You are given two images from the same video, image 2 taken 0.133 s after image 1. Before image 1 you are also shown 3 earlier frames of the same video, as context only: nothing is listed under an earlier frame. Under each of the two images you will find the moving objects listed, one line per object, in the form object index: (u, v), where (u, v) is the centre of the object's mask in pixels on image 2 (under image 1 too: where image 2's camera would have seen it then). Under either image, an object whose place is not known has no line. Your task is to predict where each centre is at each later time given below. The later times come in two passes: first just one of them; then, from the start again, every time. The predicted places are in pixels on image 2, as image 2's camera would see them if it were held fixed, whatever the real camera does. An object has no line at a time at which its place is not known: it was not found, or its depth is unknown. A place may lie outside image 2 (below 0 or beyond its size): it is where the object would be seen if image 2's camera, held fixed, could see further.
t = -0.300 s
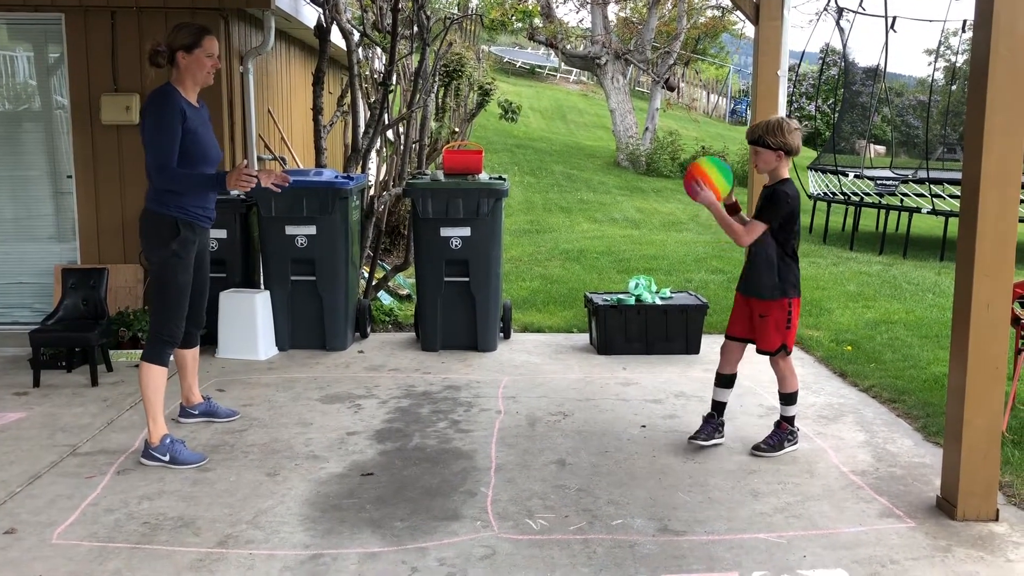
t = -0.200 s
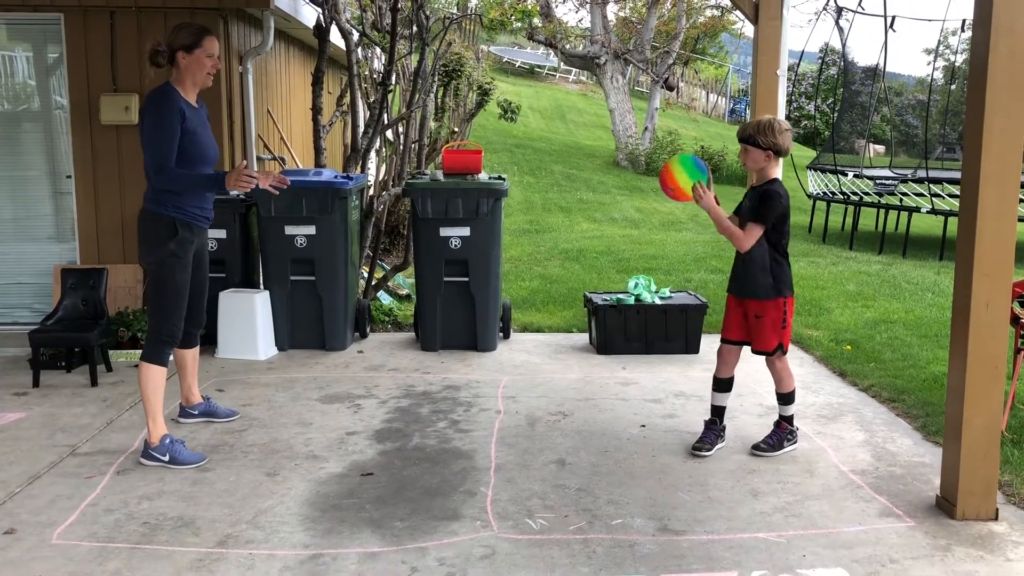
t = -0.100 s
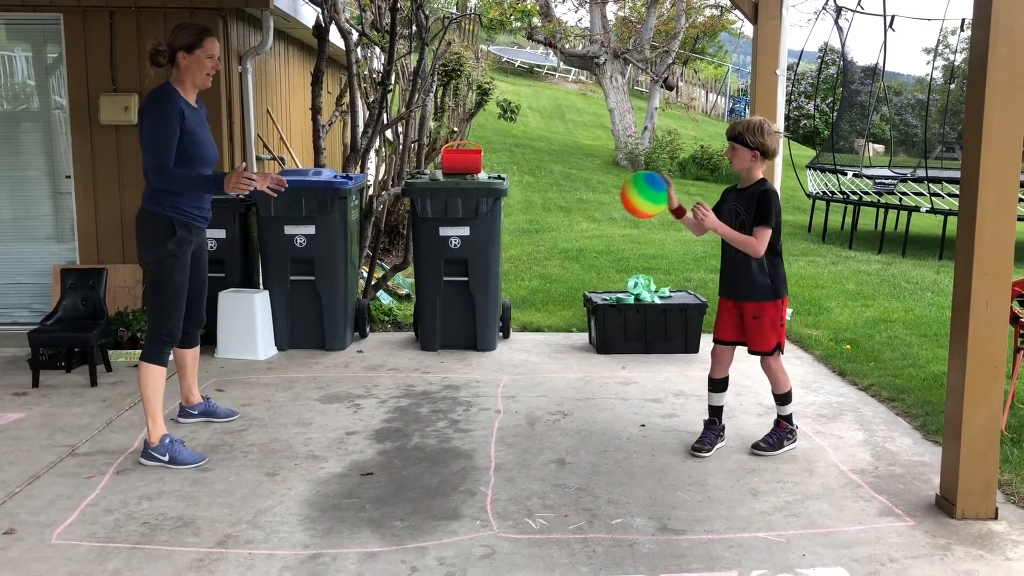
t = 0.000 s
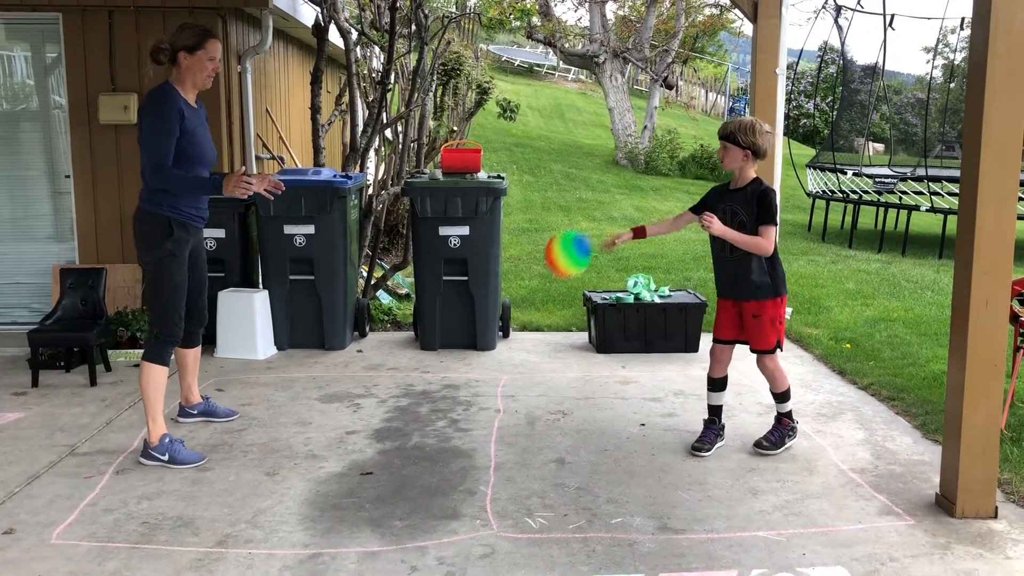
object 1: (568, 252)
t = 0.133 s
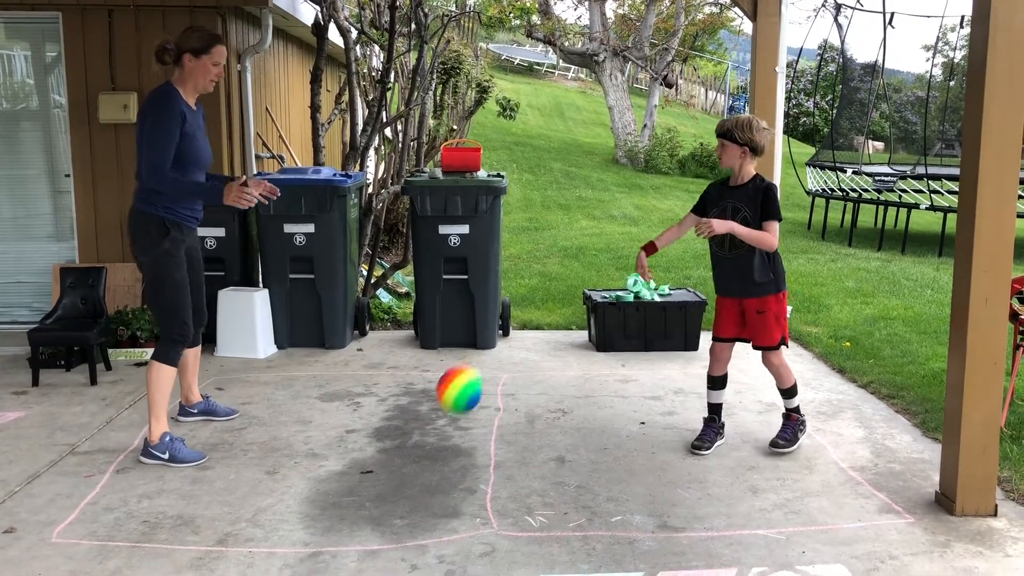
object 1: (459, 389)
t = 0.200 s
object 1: (423, 384)
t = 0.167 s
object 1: (439, 416)
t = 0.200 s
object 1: (423, 384)
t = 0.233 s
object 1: (408, 355)
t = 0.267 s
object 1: (393, 328)
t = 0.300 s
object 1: (378, 303)
